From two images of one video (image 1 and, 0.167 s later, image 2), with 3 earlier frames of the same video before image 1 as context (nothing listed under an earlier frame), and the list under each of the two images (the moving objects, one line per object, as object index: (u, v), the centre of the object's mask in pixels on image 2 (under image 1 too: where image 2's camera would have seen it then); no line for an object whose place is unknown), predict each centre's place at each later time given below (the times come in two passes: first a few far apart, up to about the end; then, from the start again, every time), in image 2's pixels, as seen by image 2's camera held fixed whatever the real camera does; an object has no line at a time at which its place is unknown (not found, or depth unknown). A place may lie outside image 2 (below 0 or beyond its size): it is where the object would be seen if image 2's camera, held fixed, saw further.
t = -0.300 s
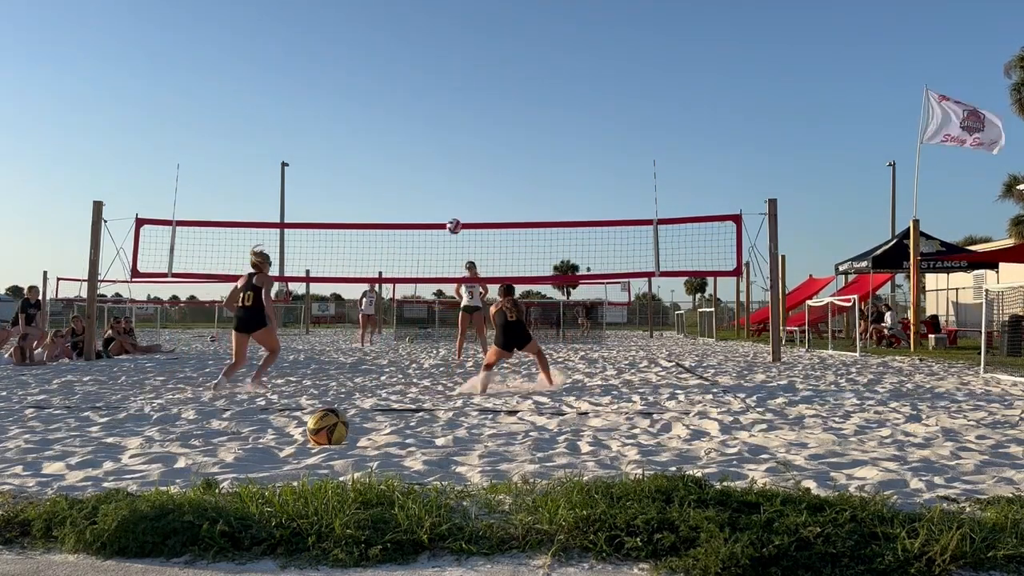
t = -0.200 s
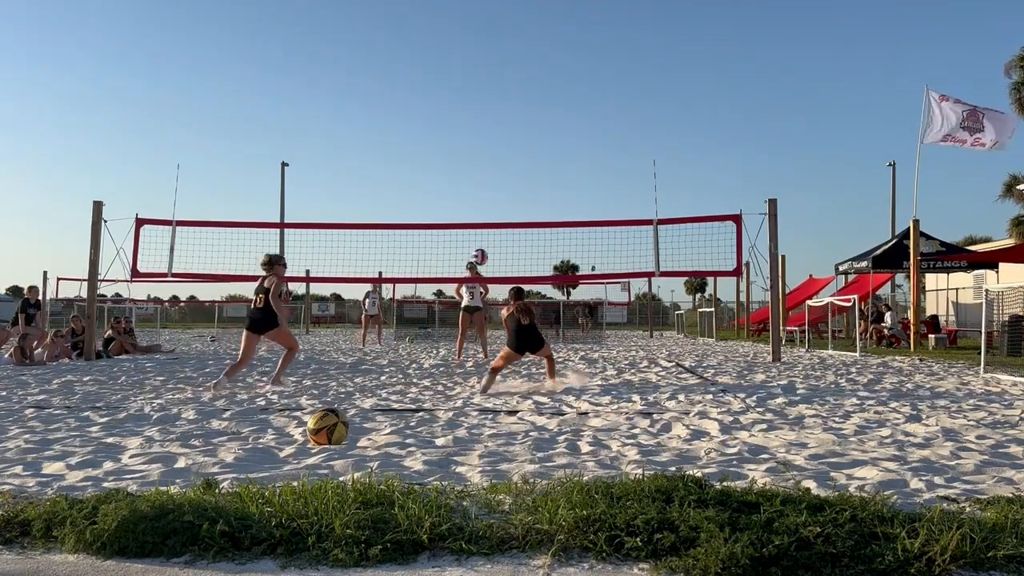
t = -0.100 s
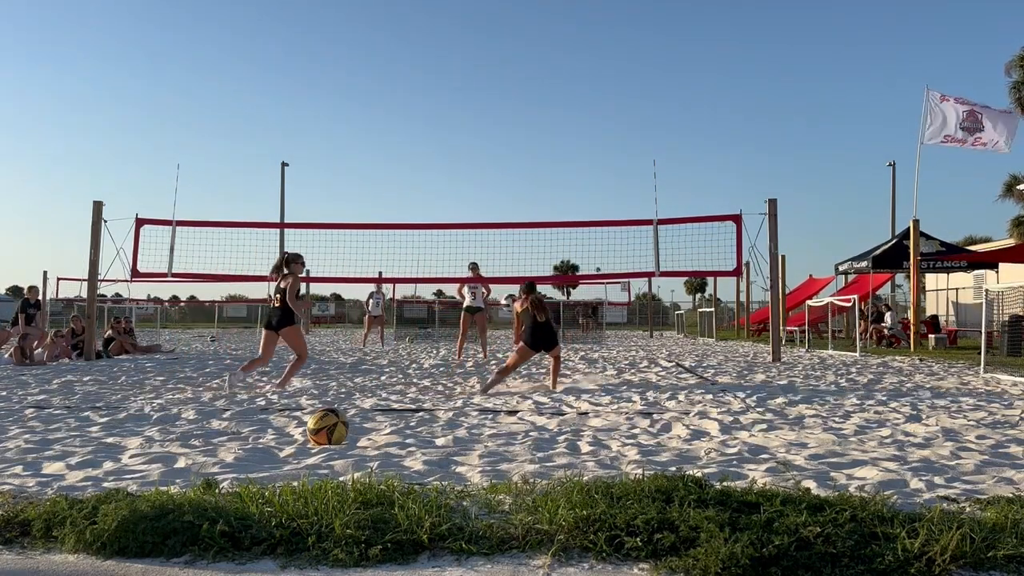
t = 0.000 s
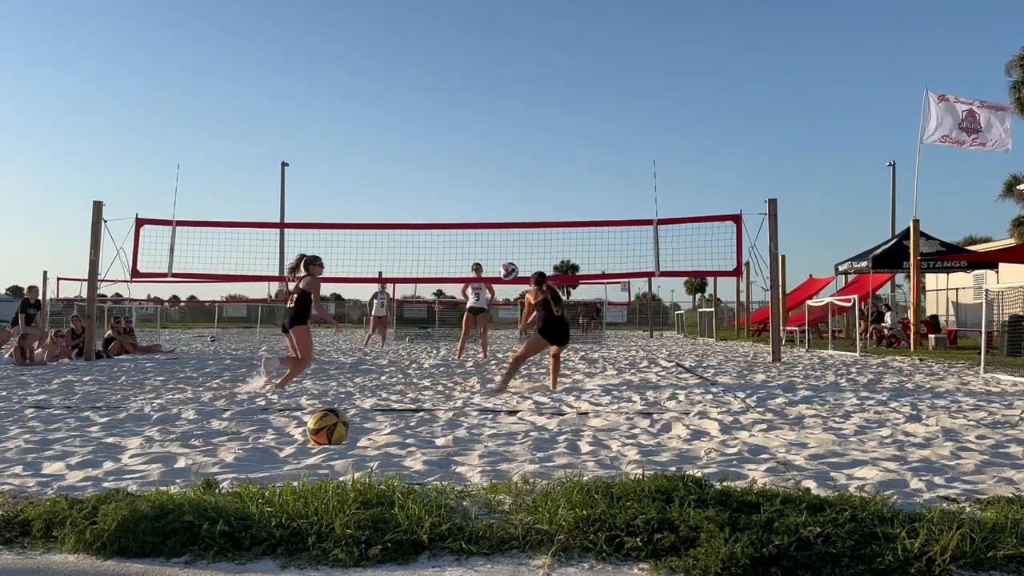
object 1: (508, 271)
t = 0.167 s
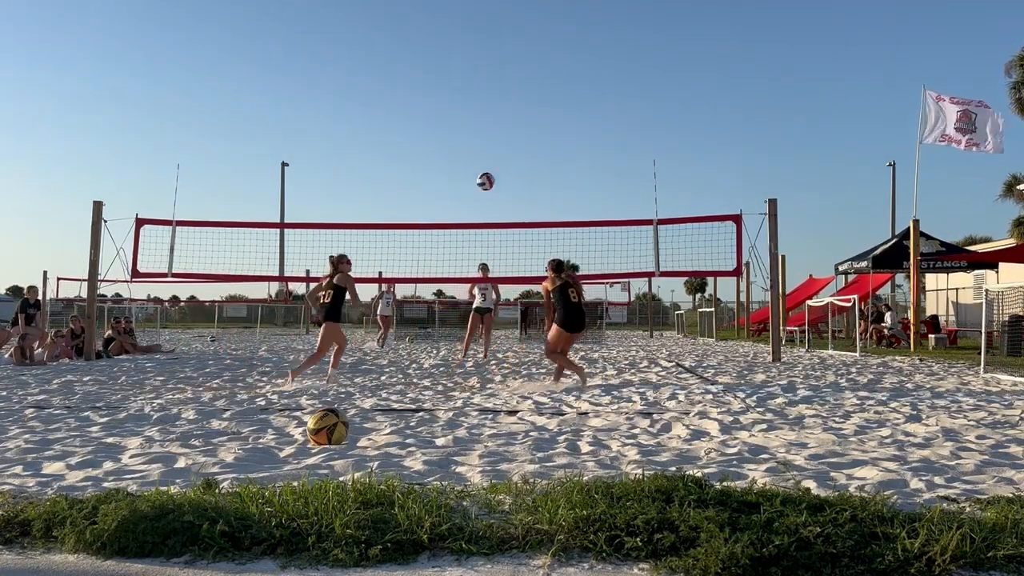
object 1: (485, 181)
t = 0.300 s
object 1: (469, 129)
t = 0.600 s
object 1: (438, 69)
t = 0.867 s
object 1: (415, 76)
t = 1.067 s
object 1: (403, 115)
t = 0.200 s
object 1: (481, 166)
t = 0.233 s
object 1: (477, 153)
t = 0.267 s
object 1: (473, 140)
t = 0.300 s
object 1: (469, 129)
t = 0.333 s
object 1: (465, 118)
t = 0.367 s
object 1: (461, 108)
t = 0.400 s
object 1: (457, 100)
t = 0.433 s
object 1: (454, 93)
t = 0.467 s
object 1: (451, 86)
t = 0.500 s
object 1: (447, 81)
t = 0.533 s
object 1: (444, 76)
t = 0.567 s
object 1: (440, 72)
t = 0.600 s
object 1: (438, 69)
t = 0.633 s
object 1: (434, 67)
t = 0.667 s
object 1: (432, 66)
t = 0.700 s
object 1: (428, 66)
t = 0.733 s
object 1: (426, 66)
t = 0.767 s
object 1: (423, 68)
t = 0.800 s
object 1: (420, 69)
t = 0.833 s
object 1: (418, 72)
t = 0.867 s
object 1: (415, 76)
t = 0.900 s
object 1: (413, 81)
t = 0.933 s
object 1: (411, 86)
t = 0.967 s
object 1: (409, 93)
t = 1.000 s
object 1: (407, 100)
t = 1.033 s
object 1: (405, 107)
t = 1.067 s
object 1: (403, 115)
